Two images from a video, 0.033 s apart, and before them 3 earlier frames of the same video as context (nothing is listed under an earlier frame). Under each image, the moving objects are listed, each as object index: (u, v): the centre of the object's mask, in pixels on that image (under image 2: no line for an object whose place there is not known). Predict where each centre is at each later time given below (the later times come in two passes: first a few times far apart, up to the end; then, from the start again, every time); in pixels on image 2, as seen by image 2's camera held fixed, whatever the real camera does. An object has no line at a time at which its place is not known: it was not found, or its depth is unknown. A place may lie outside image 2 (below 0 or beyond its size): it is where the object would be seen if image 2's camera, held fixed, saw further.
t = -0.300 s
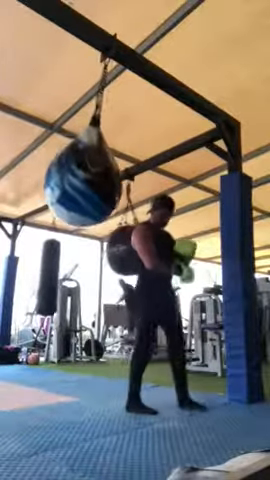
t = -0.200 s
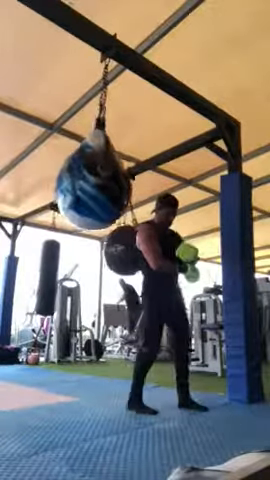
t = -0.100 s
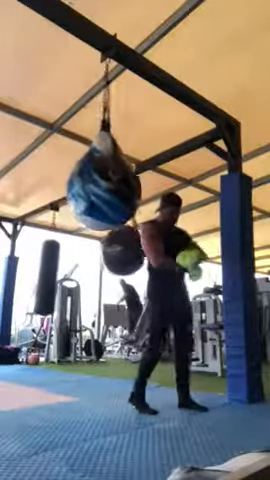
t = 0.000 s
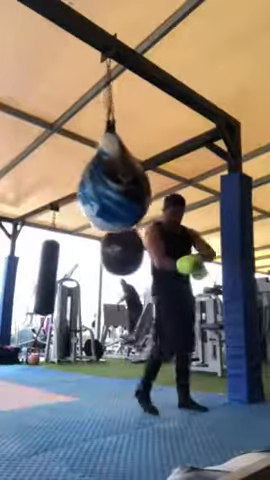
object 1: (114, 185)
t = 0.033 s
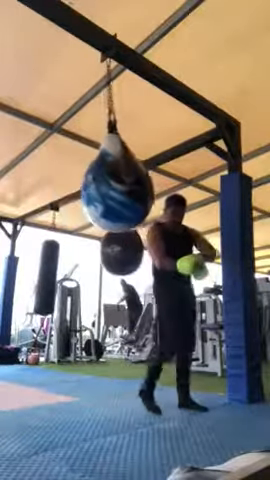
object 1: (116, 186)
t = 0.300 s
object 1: (130, 185)
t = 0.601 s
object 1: (124, 184)
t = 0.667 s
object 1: (120, 184)
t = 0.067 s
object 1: (119, 186)
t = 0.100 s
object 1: (121, 186)
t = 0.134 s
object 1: (123, 186)
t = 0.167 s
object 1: (125, 186)
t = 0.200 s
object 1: (127, 186)
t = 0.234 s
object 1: (129, 185)
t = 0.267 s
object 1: (130, 185)
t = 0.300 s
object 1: (130, 185)
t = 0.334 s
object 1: (131, 185)
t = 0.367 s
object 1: (131, 185)
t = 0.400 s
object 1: (131, 185)
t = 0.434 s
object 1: (131, 185)
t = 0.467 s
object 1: (130, 185)
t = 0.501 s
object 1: (130, 184)
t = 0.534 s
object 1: (128, 184)
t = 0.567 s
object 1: (127, 185)
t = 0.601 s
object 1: (124, 184)
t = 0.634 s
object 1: (123, 184)
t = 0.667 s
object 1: (120, 184)
